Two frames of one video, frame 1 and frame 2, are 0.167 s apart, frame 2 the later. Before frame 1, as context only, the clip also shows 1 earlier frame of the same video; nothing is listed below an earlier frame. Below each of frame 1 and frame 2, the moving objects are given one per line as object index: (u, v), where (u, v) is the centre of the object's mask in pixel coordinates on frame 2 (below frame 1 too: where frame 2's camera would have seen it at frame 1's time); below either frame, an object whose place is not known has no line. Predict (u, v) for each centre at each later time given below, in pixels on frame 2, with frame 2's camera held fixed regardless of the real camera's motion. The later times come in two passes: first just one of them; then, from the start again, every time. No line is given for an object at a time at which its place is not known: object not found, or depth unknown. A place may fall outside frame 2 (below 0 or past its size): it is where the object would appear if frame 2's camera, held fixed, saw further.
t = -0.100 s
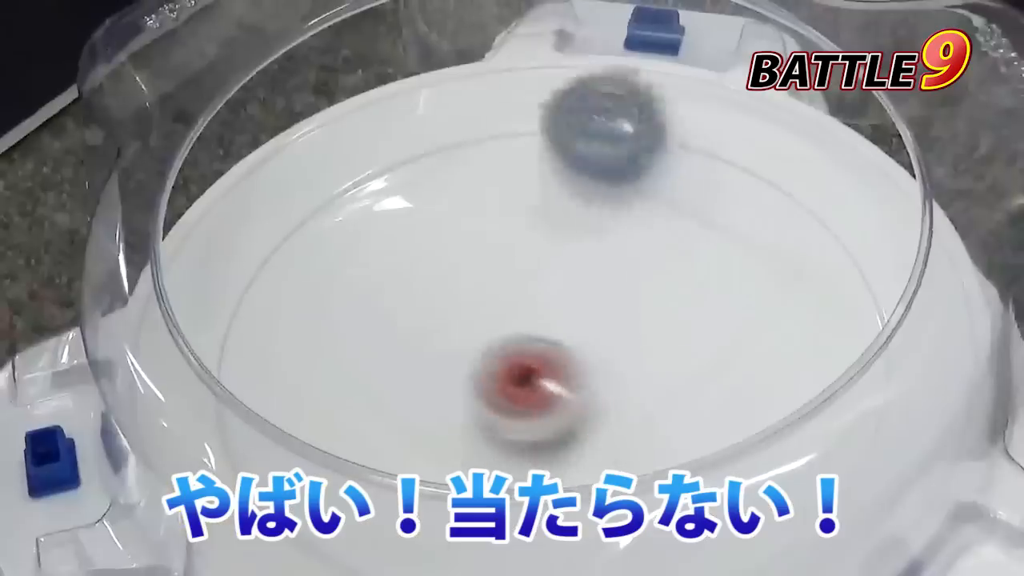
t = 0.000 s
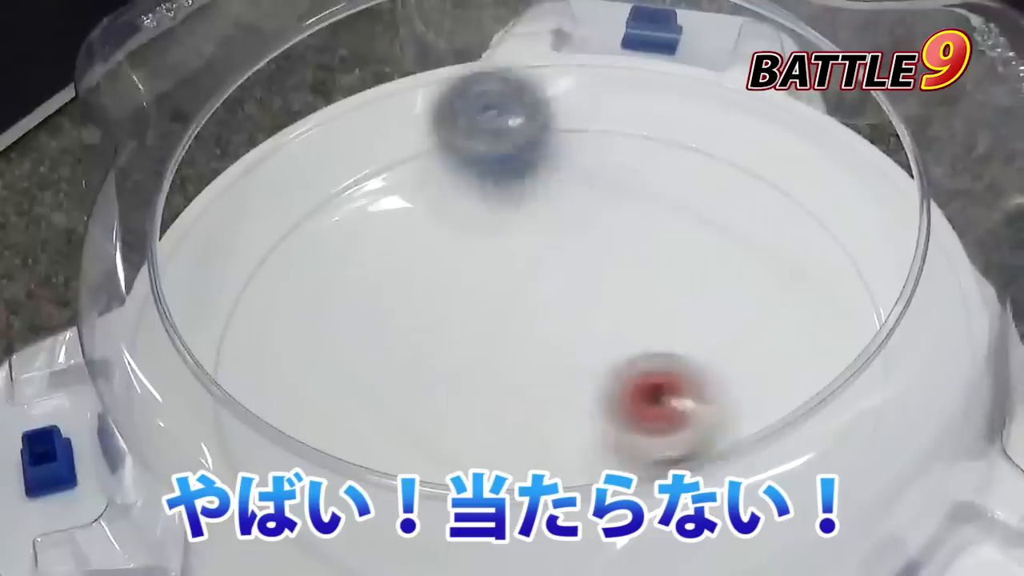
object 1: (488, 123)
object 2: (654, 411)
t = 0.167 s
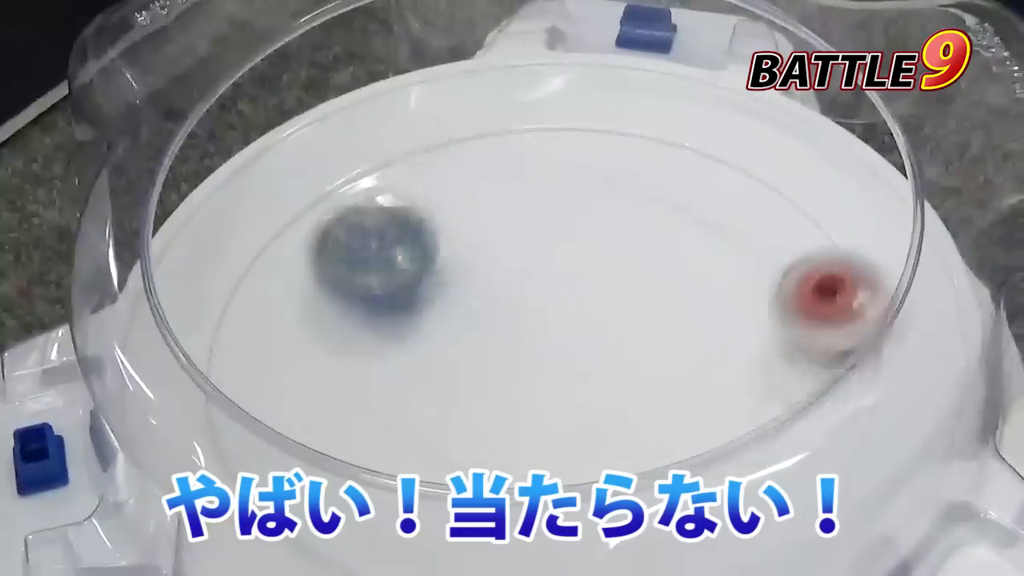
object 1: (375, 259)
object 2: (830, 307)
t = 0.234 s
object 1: (385, 326)
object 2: (844, 244)
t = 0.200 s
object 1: (374, 289)
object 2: (843, 275)
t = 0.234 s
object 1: (385, 326)
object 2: (844, 244)
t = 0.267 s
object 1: (400, 355)
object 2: (819, 224)
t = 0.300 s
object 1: (422, 387)
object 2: (790, 209)
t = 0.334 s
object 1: (451, 412)
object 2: (759, 202)
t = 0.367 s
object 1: (484, 429)
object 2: (726, 200)
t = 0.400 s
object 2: (695, 201)
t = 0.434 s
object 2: (666, 207)
